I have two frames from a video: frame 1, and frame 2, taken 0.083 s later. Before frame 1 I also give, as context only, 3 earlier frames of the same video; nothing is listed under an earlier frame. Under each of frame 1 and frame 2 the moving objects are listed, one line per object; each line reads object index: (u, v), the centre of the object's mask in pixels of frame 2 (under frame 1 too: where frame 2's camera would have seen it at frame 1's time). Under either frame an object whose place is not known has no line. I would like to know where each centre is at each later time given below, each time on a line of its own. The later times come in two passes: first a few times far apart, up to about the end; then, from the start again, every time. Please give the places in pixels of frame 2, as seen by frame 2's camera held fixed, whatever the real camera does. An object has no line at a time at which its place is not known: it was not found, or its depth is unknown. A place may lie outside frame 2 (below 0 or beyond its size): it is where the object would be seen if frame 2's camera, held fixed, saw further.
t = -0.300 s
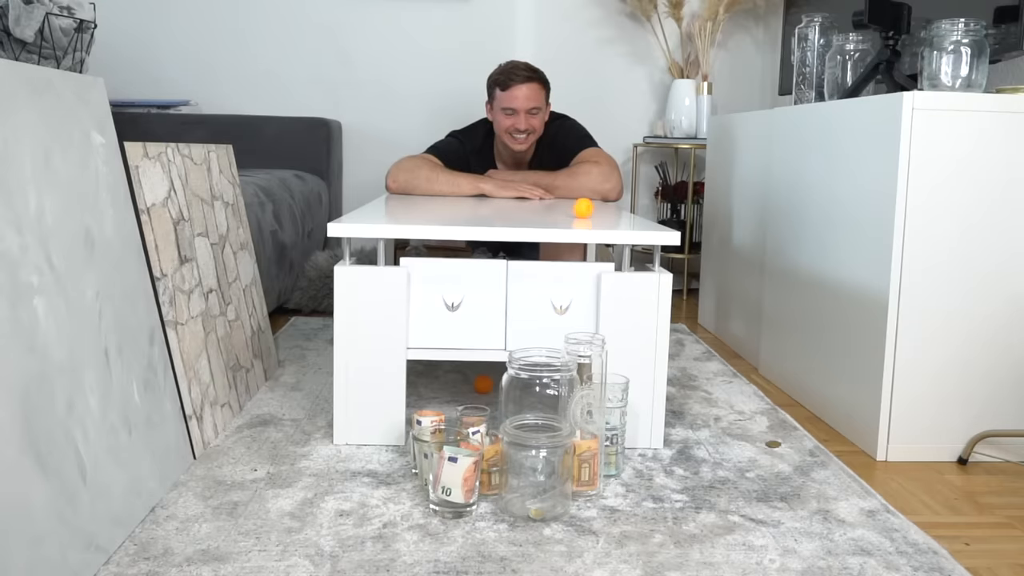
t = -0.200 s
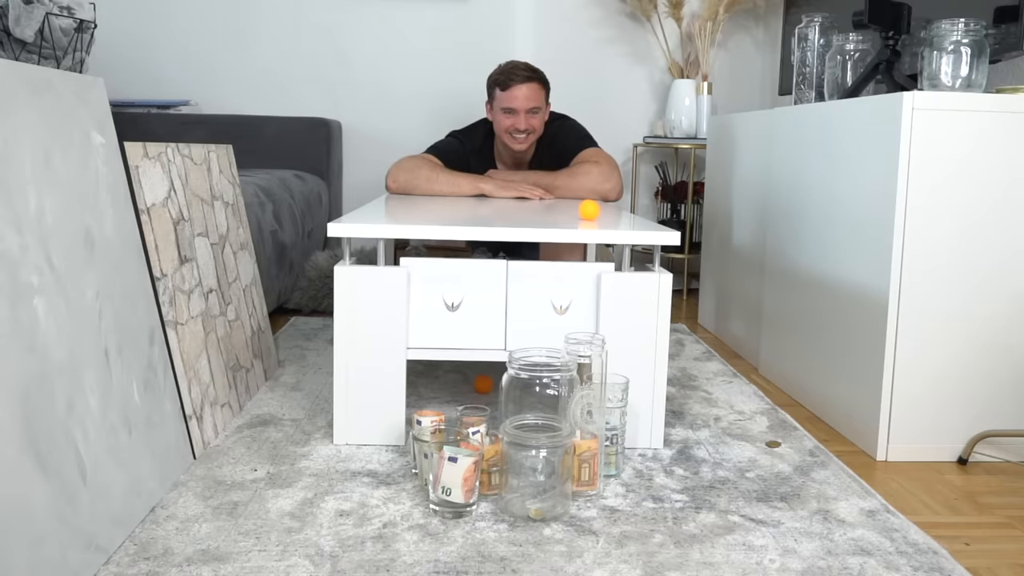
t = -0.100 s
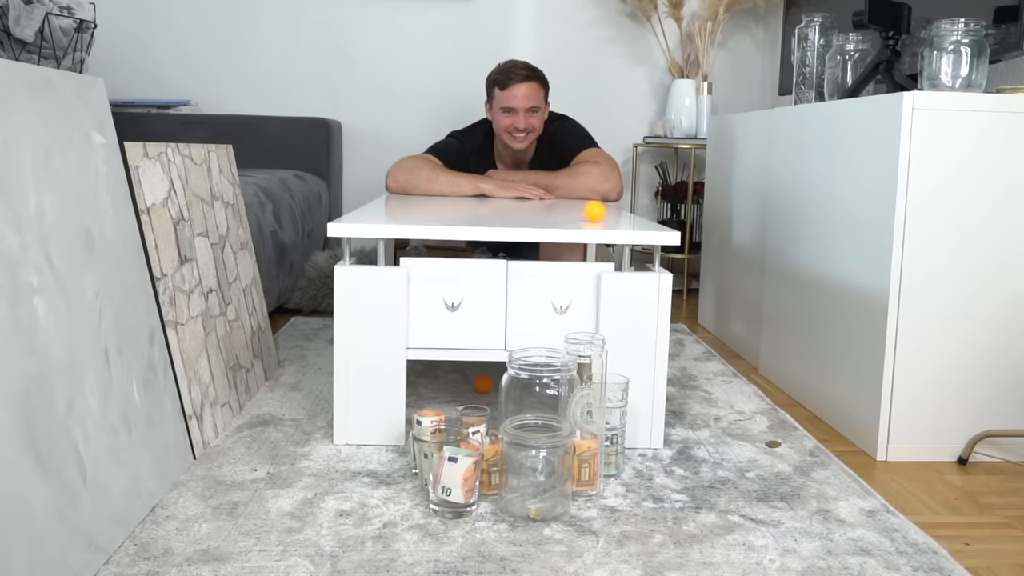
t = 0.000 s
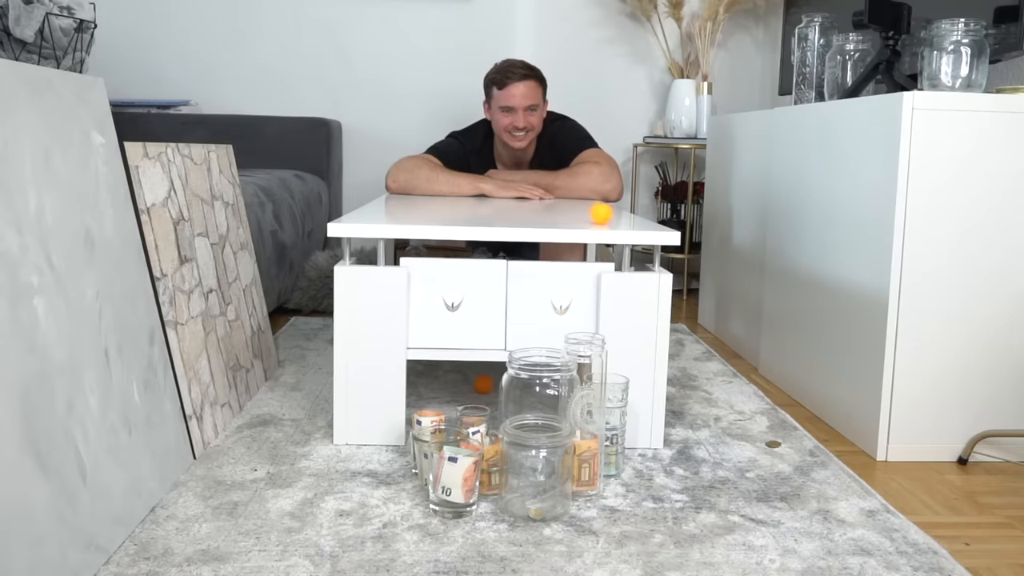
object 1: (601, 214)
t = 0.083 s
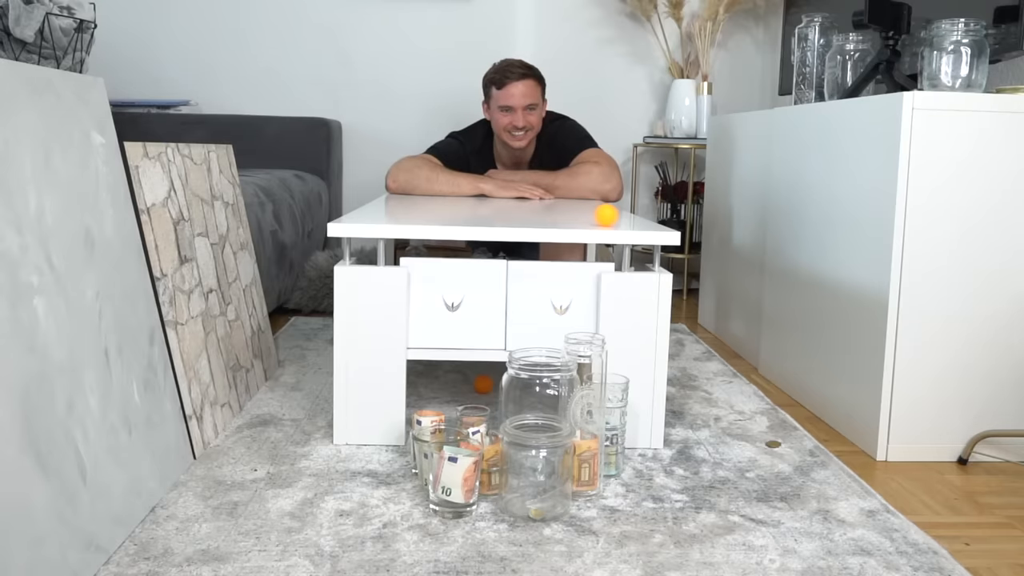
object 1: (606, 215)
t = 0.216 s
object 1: (615, 217)
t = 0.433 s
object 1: (626, 312)
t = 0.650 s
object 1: (610, 262)
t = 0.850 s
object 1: (582, 301)
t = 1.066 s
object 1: (556, 356)
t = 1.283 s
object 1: (531, 512)
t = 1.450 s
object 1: (522, 566)
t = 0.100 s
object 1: (607, 215)
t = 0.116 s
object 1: (608, 215)
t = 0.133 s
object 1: (609, 216)
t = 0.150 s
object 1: (610, 216)
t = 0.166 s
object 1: (611, 216)
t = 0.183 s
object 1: (613, 217)
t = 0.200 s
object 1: (614, 217)
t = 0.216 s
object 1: (615, 217)
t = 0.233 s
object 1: (616, 217)
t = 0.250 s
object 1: (617, 218)
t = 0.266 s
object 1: (618, 219)
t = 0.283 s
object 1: (619, 220)
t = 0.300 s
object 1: (620, 224)
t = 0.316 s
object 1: (621, 229)
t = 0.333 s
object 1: (622, 235)
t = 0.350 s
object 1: (623, 244)
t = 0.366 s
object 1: (624, 254)
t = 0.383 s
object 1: (624, 264)
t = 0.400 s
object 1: (625, 278)
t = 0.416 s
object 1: (625, 294)
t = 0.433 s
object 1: (626, 312)
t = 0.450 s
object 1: (626, 330)
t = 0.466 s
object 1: (626, 350)
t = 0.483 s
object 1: (626, 363)
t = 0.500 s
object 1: (625, 346)
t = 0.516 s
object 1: (624, 330)
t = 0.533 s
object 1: (622, 316)
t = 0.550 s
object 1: (621, 304)
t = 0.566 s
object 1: (619, 293)
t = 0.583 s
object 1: (618, 283)
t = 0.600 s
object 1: (616, 275)
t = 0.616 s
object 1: (614, 269)
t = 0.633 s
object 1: (612, 264)
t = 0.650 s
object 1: (610, 262)
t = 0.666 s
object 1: (608, 261)
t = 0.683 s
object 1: (606, 261)
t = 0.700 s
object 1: (603, 264)
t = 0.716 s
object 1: (601, 268)
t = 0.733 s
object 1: (598, 275)
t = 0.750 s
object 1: (595, 283)
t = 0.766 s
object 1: (593, 293)
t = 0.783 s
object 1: (590, 305)
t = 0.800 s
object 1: (587, 319)
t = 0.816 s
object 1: (585, 321)
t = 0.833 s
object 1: (584, 310)
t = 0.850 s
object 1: (582, 301)
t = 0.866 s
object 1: (581, 294)
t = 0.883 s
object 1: (579, 288)
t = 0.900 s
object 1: (577, 284)
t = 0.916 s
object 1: (575, 282)
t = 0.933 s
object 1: (574, 283)
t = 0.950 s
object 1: (572, 284)
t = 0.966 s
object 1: (570, 288)
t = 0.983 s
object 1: (567, 294)
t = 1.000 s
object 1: (565, 303)
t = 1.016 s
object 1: (563, 313)
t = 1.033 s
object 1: (561, 324)
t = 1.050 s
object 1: (558, 339)
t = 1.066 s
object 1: (556, 356)
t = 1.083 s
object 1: (554, 375)
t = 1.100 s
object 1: (550, 395)
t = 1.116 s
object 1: (548, 417)
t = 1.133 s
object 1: (545, 442)
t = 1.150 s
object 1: (542, 469)
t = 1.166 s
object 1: (539, 498)
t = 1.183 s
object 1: (535, 530)
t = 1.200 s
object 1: (535, 530)
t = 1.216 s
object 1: (534, 522)
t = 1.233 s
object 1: (534, 516)
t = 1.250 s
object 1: (533, 513)
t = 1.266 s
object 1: (532, 512)
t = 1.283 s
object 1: (531, 512)
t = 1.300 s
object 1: (530, 514)
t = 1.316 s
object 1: (528, 518)
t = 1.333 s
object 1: (527, 525)
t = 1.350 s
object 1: (526, 535)
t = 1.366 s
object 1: (524, 546)
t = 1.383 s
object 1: (522, 559)
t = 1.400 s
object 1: (522, 562)
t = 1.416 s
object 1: (522, 562)
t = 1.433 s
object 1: (522, 564)
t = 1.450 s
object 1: (522, 566)
